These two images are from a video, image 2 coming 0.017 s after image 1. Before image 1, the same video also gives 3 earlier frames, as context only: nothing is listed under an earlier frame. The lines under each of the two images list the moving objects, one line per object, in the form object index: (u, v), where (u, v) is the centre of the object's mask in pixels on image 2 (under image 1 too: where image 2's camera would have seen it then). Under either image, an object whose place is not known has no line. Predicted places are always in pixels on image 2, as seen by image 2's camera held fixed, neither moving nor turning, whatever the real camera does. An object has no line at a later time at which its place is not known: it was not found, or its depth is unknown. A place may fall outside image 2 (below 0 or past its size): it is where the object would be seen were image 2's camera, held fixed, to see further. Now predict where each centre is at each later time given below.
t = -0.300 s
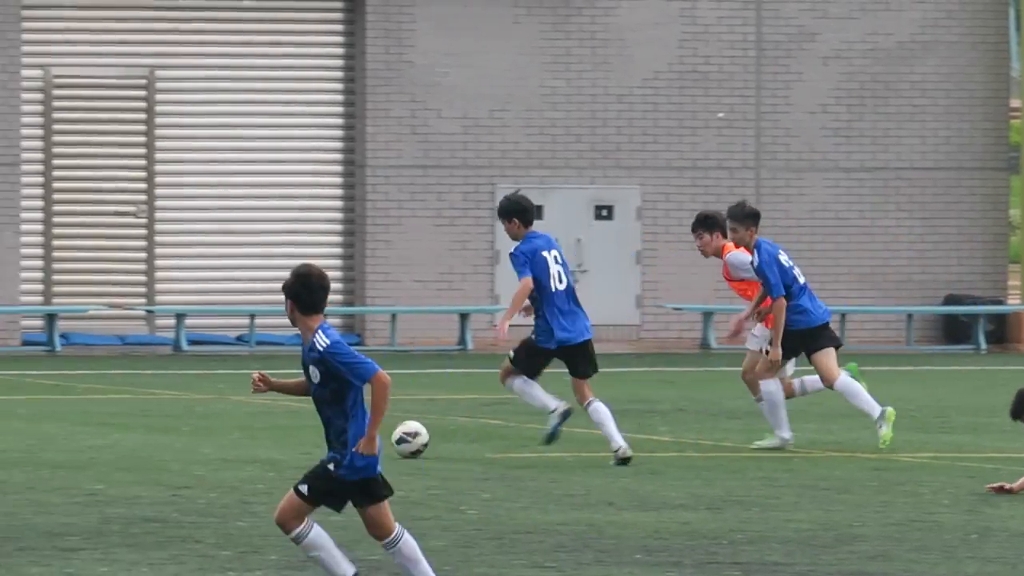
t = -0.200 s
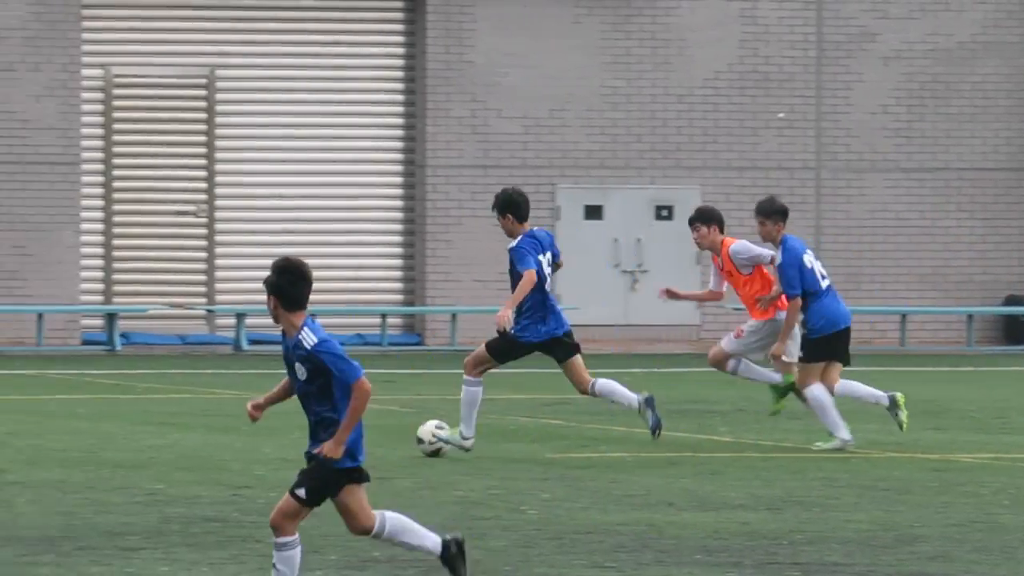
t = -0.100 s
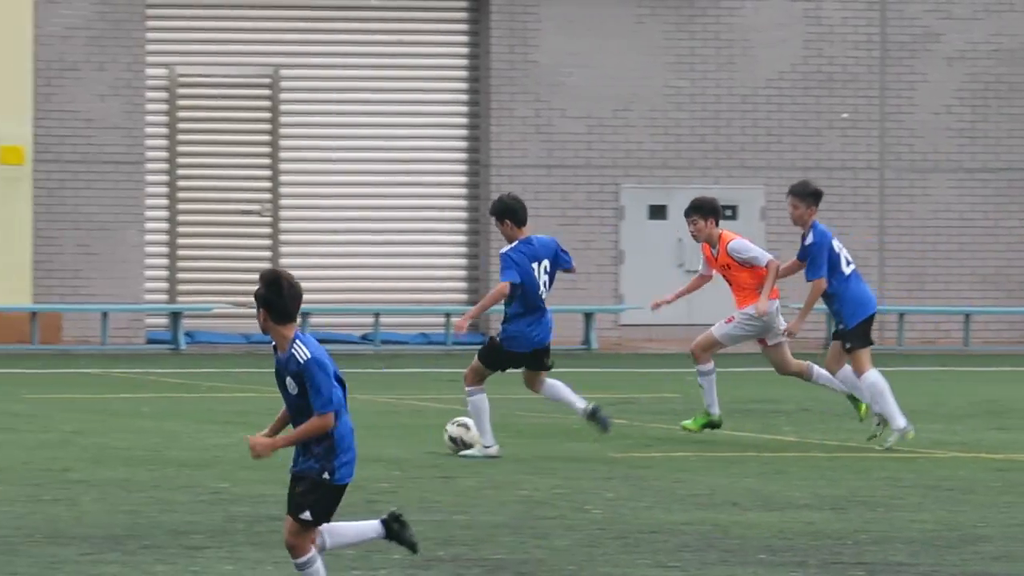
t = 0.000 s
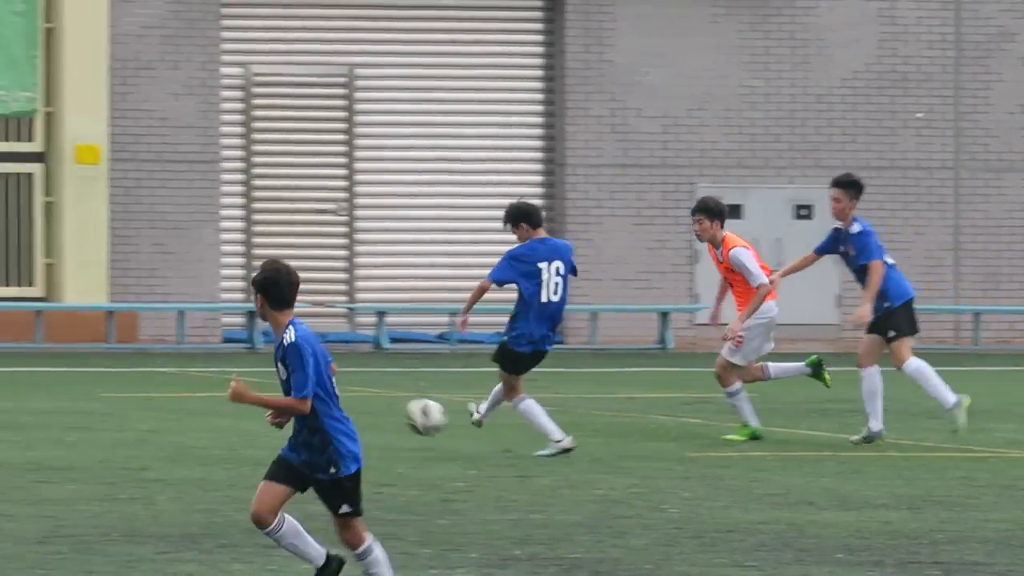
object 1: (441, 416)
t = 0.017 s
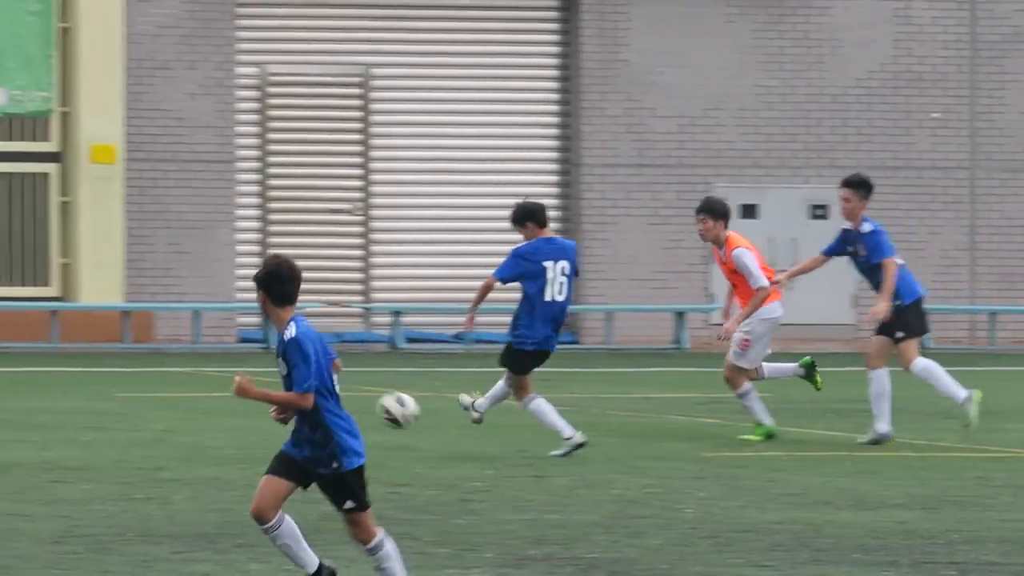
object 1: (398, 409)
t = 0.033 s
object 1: (356, 403)
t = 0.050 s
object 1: (322, 395)
